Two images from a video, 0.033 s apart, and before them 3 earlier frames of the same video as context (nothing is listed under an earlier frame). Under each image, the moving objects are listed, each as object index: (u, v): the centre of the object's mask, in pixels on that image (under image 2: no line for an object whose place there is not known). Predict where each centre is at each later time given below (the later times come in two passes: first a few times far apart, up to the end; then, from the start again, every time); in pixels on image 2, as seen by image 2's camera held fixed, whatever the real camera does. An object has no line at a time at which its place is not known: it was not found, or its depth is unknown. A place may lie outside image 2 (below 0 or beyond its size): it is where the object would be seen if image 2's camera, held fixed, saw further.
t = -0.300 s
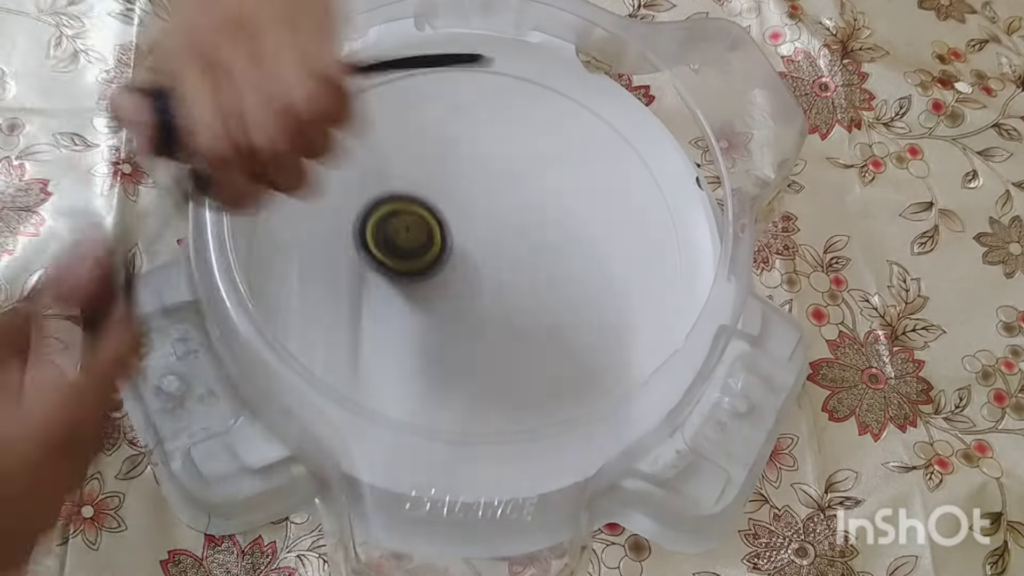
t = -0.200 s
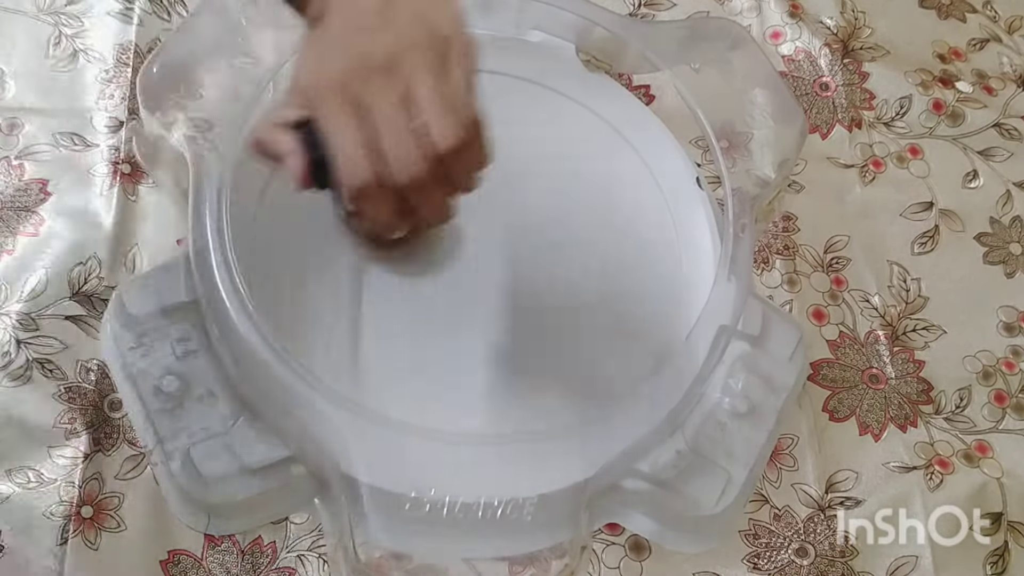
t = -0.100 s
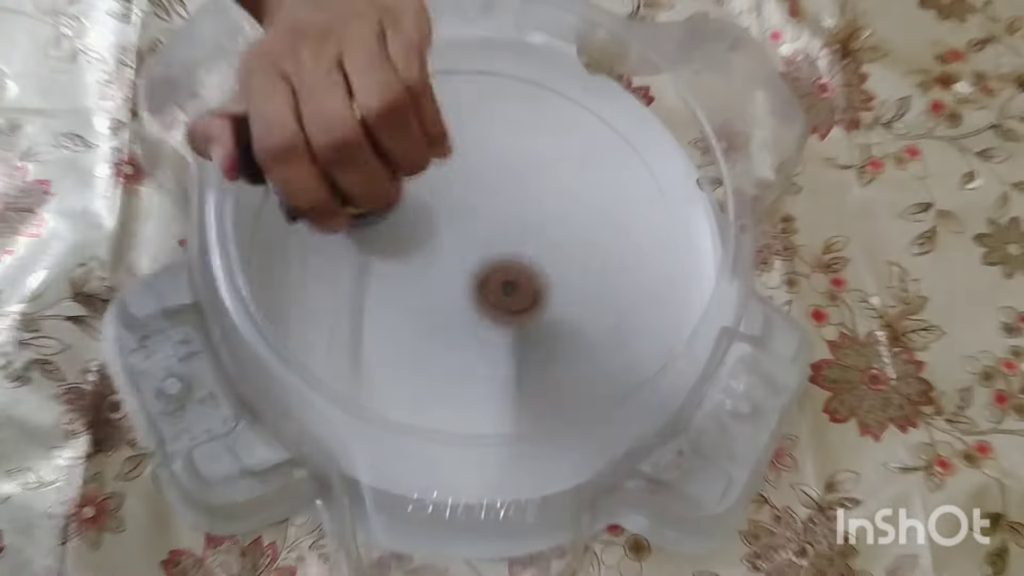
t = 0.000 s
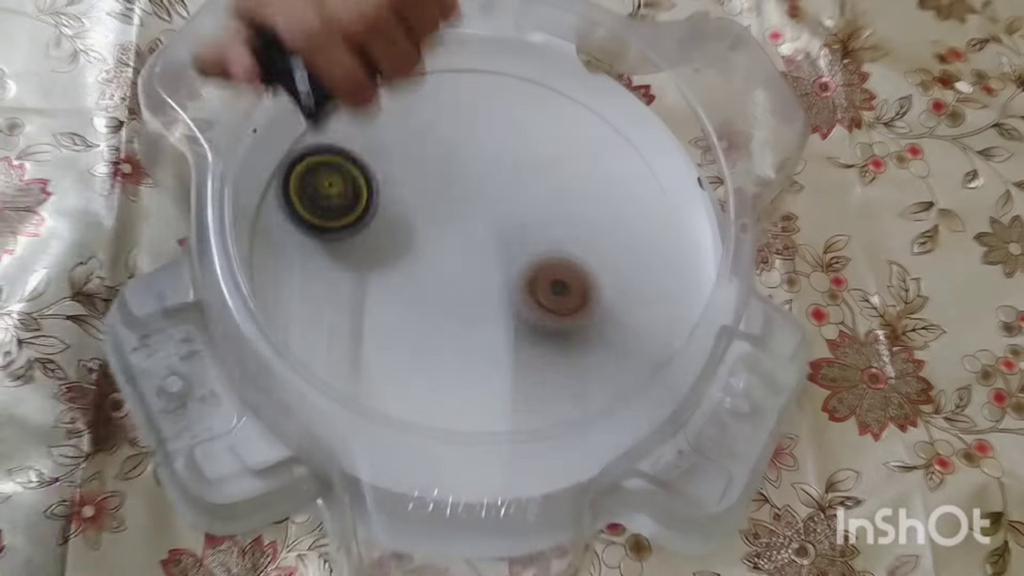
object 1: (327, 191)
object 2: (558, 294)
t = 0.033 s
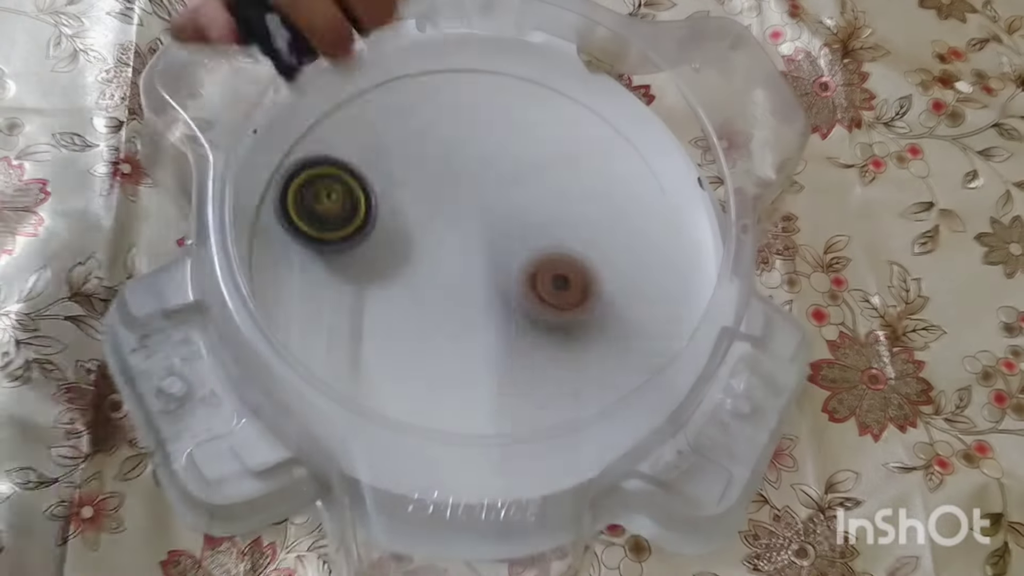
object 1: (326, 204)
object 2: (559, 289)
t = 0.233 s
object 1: (398, 248)
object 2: (493, 226)
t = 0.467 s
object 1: (400, 289)
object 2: (491, 189)
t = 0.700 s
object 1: (471, 307)
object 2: (378, 214)
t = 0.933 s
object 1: (536, 271)
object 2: (389, 327)
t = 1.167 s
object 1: (490, 234)
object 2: (528, 322)
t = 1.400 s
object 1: (418, 267)
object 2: (572, 218)
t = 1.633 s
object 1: (441, 325)
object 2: (427, 174)
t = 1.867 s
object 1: (490, 293)
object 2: (368, 327)
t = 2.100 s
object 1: (455, 250)
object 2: (541, 386)
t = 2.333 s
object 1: (412, 264)
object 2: (596, 248)
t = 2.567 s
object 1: (428, 285)
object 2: (443, 182)
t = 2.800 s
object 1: (460, 277)
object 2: (330, 297)
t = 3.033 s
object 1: (473, 252)
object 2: (441, 397)
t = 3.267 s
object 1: (462, 248)
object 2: (564, 324)
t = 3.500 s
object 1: (434, 260)
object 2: (562, 204)
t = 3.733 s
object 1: (436, 284)
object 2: (444, 164)
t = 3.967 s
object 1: (463, 303)
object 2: (364, 249)
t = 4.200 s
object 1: (506, 293)
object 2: (427, 354)
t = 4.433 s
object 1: (515, 240)
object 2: (530, 357)
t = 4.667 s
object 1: (448, 177)
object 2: (576, 335)
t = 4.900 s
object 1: (366, 166)
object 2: (585, 301)
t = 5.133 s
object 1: (338, 238)
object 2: (492, 301)
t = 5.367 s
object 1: (359, 260)
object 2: (518, 419)
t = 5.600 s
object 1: (368, 241)
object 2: (572, 385)
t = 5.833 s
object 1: (419, 230)
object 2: (499, 319)
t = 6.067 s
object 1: (465, 133)
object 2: (420, 389)
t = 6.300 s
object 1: (471, 108)
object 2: (389, 369)
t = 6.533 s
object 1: (480, 164)
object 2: (363, 318)
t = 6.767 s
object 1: (482, 260)
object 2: (349, 268)
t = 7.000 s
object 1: (469, 340)
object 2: (348, 225)
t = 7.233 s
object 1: (446, 380)
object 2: (374, 199)
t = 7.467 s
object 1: (410, 381)
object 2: (427, 192)
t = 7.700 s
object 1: (398, 328)
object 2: (474, 196)
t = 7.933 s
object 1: (420, 263)
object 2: (520, 210)
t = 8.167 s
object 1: (447, 213)
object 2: (566, 239)
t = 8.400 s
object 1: (484, 193)
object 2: (604, 247)
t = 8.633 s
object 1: (521, 211)
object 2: (588, 282)
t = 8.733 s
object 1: (529, 226)
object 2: (573, 308)
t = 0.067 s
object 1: (331, 216)
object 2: (556, 281)
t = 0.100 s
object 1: (338, 228)
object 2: (547, 269)
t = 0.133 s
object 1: (352, 238)
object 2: (537, 256)
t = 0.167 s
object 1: (368, 245)
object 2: (524, 244)
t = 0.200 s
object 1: (385, 249)
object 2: (508, 233)
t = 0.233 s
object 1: (398, 248)
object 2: (493, 226)
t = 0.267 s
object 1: (390, 251)
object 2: (510, 215)
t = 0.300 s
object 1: (382, 256)
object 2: (525, 211)
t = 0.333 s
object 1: (379, 263)
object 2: (532, 206)
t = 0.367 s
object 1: (379, 271)
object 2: (532, 203)
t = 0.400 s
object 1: (384, 278)
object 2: (522, 199)
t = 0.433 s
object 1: (391, 285)
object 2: (508, 194)
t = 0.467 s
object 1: (400, 289)
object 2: (491, 189)
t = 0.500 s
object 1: (410, 293)
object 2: (474, 188)
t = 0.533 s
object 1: (421, 293)
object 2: (456, 189)
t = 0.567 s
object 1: (430, 293)
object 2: (437, 194)
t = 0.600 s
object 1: (439, 292)
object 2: (421, 202)
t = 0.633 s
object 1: (448, 295)
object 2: (405, 209)
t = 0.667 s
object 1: (458, 303)
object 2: (390, 207)
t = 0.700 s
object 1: (471, 307)
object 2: (378, 214)
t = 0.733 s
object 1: (485, 309)
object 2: (368, 226)
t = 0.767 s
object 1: (497, 307)
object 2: (361, 242)
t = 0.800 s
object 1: (509, 304)
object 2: (357, 260)
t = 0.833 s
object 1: (521, 297)
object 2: (357, 278)
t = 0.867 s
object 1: (529, 289)
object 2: (363, 296)
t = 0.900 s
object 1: (534, 280)
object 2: (375, 313)
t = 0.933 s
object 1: (536, 271)
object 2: (389, 327)
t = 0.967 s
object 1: (536, 261)
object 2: (409, 339)
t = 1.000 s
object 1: (532, 251)
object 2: (430, 347)
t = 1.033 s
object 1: (526, 244)
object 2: (451, 350)
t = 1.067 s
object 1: (518, 237)
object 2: (474, 349)
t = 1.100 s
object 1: (509, 234)
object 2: (494, 344)
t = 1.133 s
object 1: (500, 233)
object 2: (514, 334)
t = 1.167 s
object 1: (490, 234)
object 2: (528, 322)
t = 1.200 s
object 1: (478, 235)
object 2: (542, 312)
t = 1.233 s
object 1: (465, 235)
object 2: (557, 303)
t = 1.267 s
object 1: (453, 237)
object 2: (570, 291)
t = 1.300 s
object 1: (440, 242)
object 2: (576, 275)
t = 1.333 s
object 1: (430, 249)
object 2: (581, 257)
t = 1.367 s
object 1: (423, 258)
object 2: (579, 238)
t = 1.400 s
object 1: (418, 267)
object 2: (572, 218)
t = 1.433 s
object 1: (414, 277)
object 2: (560, 199)
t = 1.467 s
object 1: (413, 287)
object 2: (545, 183)
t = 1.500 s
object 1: (415, 296)
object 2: (524, 172)
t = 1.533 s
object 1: (418, 306)
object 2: (500, 164)
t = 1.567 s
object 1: (424, 314)
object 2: (477, 162)
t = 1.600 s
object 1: (432, 321)
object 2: (451, 165)
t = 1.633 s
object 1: (441, 325)
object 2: (427, 174)
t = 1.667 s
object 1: (452, 327)
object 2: (403, 188)
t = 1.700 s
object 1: (463, 326)
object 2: (384, 205)
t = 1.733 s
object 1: (472, 323)
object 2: (369, 226)
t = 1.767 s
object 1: (482, 319)
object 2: (360, 250)
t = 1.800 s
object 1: (488, 311)
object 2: (356, 277)
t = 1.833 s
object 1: (490, 302)
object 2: (359, 302)
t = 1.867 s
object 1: (490, 293)
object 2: (368, 327)
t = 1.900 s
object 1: (488, 284)
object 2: (384, 349)
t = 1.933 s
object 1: (486, 277)
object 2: (405, 368)
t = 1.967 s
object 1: (481, 270)
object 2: (430, 382)
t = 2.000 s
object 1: (475, 264)
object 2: (457, 391)
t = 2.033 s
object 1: (469, 257)
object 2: (485, 393)
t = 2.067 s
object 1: (462, 253)
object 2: (514, 392)
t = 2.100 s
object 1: (455, 250)
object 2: (541, 386)
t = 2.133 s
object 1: (447, 248)
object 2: (566, 378)
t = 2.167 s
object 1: (439, 247)
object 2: (583, 359)
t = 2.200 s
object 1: (431, 248)
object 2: (598, 339)
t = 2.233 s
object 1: (424, 251)
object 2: (606, 317)
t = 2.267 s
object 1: (419, 255)
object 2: (611, 294)
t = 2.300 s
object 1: (415, 259)
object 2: (607, 271)
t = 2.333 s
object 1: (412, 264)
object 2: (596, 248)
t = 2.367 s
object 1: (411, 269)
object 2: (583, 227)
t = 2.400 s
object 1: (412, 273)
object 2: (563, 209)
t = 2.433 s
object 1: (413, 277)
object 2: (542, 195)
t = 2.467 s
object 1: (416, 280)
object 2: (518, 186)
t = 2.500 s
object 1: (419, 282)
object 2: (494, 180)
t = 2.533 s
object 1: (424, 283)
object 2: (469, 179)
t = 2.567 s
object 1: (428, 285)
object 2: (443, 182)
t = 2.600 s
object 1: (434, 286)
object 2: (416, 188)
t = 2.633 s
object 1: (439, 287)
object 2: (393, 199)
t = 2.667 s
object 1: (443, 286)
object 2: (373, 213)
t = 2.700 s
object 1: (448, 285)
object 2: (355, 230)
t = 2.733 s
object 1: (452, 283)
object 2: (341, 251)
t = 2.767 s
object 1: (456, 280)
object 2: (334, 273)
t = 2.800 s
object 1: (460, 277)
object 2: (330, 297)
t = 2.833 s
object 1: (463, 275)
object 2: (333, 320)
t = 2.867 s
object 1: (466, 271)
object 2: (342, 342)
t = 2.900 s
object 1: (468, 267)
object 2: (357, 361)
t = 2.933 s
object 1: (470, 262)
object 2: (375, 376)
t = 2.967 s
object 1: (472, 258)
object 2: (396, 387)
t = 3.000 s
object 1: (473, 254)
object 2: (418, 394)
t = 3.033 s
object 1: (473, 252)
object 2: (441, 397)
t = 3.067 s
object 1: (472, 250)
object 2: (467, 398)
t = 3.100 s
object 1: (471, 248)
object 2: (491, 395)
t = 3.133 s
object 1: (469, 247)
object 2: (513, 389)
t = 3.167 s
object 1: (467, 246)
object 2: (531, 375)
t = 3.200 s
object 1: (465, 246)
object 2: (547, 360)
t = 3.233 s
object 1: (464, 247)
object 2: (557, 342)
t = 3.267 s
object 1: (462, 248)
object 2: (564, 324)
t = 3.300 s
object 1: (460, 249)
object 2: (561, 301)
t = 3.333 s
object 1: (459, 250)
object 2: (557, 281)
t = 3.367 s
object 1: (455, 251)
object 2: (559, 263)
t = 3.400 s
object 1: (445, 251)
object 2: (569, 249)
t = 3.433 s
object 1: (441, 253)
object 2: (572, 235)
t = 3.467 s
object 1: (438, 256)
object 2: (569, 220)
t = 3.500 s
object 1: (434, 260)
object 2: (562, 204)
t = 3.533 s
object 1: (432, 263)
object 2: (550, 189)
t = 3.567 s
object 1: (431, 267)
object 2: (536, 177)
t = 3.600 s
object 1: (432, 270)
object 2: (521, 167)
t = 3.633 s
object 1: (433, 274)
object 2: (502, 161)
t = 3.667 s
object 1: (433, 278)
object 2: (483, 158)
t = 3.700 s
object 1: (434, 281)
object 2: (463, 160)
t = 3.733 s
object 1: (436, 284)
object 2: (444, 164)
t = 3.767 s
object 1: (438, 287)
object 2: (427, 172)
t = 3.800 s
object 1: (440, 290)
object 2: (413, 184)
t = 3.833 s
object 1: (443, 292)
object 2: (400, 198)
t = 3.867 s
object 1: (446, 293)
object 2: (389, 214)
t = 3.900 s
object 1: (450, 295)
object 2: (382, 230)
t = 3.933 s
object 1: (456, 300)
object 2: (371, 237)
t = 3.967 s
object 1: (463, 303)
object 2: (364, 249)
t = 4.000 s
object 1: (471, 305)
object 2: (359, 264)
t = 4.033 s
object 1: (480, 306)
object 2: (359, 283)
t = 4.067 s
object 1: (486, 306)
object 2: (363, 302)
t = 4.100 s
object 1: (492, 303)
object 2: (374, 319)
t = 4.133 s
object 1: (498, 301)
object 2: (388, 334)
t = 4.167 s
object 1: (503, 297)
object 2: (407, 346)
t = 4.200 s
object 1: (506, 293)
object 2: (427, 354)
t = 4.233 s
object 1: (508, 288)
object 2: (449, 358)
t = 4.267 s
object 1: (513, 280)
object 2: (461, 366)
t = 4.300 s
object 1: (517, 272)
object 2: (474, 372)
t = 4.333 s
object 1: (519, 264)
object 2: (488, 373)
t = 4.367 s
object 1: (519, 256)
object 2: (503, 371)
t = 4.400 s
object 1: (518, 248)
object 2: (518, 366)
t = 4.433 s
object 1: (515, 240)
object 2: (530, 357)
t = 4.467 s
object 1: (512, 234)
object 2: (540, 344)
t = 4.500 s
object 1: (506, 228)
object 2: (546, 329)
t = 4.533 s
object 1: (499, 224)
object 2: (550, 314)
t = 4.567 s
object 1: (492, 221)
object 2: (548, 298)
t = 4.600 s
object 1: (479, 204)
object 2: (560, 314)
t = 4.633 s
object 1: (463, 188)
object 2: (570, 329)
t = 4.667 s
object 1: (448, 177)
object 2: (576, 335)
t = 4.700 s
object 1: (436, 169)
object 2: (583, 336)
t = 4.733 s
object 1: (425, 164)
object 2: (589, 333)
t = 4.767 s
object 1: (414, 162)
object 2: (593, 328)
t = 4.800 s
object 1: (402, 161)
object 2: (596, 322)
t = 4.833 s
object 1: (391, 161)
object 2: (595, 315)
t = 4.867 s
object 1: (378, 163)
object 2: (592, 308)
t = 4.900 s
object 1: (366, 166)
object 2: (585, 301)
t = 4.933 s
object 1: (357, 172)
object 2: (576, 296)
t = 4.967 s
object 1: (347, 180)
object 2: (565, 291)
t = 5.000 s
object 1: (341, 189)
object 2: (551, 289)
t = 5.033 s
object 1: (336, 200)
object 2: (536, 289)
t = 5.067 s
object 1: (334, 212)
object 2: (521, 291)
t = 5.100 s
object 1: (335, 225)
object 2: (506, 295)
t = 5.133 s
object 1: (338, 238)
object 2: (492, 301)
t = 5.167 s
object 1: (344, 252)
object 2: (479, 308)
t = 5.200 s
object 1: (351, 264)
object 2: (468, 317)
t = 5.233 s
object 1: (360, 275)
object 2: (457, 328)
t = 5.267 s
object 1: (369, 283)
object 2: (457, 344)
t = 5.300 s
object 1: (364, 272)
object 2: (485, 379)
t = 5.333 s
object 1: (361, 265)
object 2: (507, 405)
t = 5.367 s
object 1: (359, 260)
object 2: (518, 419)
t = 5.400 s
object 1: (357, 256)
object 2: (531, 430)
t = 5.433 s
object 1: (356, 253)
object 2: (541, 430)
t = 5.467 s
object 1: (355, 249)
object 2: (554, 427)
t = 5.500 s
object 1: (356, 247)
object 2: (564, 419)
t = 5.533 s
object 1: (359, 246)
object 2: (569, 410)
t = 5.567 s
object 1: (363, 244)
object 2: (574, 400)
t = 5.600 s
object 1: (368, 241)
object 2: (572, 385)
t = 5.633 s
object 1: (372, 239)
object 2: (571, 376)
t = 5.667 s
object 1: (378, 238)
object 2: (560, 361)
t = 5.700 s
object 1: (386, 236)
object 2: (552, 352)
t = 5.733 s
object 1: (394, 235)
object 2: (540, 341)
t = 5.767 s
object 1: (401, 233)
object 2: (525, 333)
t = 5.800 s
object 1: (410, 232)
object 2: (513, 326)
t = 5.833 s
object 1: (419, 230)
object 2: (499, 319)
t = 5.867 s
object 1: (428, 230)
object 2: (483, 312)
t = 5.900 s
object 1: (438, 215)
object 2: (471, 330)
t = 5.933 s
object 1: (446, 190)
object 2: (461, 362)
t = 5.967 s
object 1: (454, 168)
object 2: (447, 380)
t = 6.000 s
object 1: (459, 152)
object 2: (436, 387)
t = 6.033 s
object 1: (463, 141)
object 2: (427, 389)
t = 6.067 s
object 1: (465, 133)
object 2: (420, 389)
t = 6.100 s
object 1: (465, 128)
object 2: (415, 388)
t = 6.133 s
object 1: (465, 123)
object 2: (410, 387)
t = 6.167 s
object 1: (466, 118)
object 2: (406, 386)
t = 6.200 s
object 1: (467, 113)
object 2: (403, 383)
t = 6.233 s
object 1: (470, 109)
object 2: (399, 380)
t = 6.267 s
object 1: (471, 107)
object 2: (395, 376)
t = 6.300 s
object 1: (471, 108)
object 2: (389, 369)
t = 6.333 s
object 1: (473, 110)
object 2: (385, 363)
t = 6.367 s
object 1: (474, 115)
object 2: (381, 356)
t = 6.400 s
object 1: (475, 123)
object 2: (377, 349)
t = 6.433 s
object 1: (476, 130)
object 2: (373, 342)
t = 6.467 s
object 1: (478, 139)
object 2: (369, 333)
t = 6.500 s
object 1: (478, 151)
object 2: (365, 326)
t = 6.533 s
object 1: (480, 164)
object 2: (363, 318)
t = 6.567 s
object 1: (482, 178)
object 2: (361, 310)
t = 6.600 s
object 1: (481, 191)
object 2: (359, 303)
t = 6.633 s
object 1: (482, 206)
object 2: (357, 296)
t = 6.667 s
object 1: (483, 219)
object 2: (354, 288)
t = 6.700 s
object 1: (482, 232)
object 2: (353, 281)
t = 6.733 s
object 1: (482, 247)
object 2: (352, 274)
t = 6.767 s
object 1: (482, 260)
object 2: (349, 268)
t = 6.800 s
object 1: (481, 271)
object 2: (346, 262)
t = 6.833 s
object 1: (480, 286)
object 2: (346, 254)
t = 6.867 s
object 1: (479, 298)
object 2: (346, 249)
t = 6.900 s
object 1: (477, 310)
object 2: (345, 244)
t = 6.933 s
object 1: (474, 323)
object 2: (344, 236)
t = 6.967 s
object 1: (472, 332)
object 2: (347, 229)
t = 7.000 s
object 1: (469, 340)
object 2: (348, 225)
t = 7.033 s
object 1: (466, 347)
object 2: (349, 220)
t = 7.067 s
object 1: (463, 353)
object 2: (353, 215)
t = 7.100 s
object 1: (461, 359)
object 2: (356, 211)
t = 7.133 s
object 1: (458, 364)
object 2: (360, 208)
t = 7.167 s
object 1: (456, 370)
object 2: (365, 204)
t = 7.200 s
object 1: (451, 375)
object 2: (370, 201)
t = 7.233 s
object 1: (446, 380)
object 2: (374, 199)
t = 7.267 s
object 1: (441, 384)
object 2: (379, 197)
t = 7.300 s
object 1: (435, 386)
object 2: (387, 196)
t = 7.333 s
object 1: (429, 387)
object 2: (394, 195)
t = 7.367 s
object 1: (423, 387)
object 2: (402, 194)
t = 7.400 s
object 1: (418, 385)
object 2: (410, 192)
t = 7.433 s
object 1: (415, 384)
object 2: (419, 192)
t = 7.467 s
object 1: (410, 381)
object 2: (427, 192)
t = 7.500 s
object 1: (405, 377)
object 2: (434, 194)
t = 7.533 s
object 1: (402, 371)
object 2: (441, 194)
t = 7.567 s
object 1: (400, 365)
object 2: (448, 195)
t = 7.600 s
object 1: (398, 357)
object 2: (455, 195)
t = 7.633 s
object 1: (398, 347)
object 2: (461, 195)
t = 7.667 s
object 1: (397, 336)
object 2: (467, 196)
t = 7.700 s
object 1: (398, 328)
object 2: (474, 196)
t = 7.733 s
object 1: (399, 317)
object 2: (480, 197)
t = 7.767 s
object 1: (401, 307)
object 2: (486, 198)
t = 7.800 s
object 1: (405, 298)
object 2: (495, 198)
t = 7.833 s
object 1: (408, 288)
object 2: (503, 201)
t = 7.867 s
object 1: (411, 279)
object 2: (508, 204)
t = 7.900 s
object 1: (416, 272)
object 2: (514, 206)
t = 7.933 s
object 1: (420, 263)
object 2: (520, 210)
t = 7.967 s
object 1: (425, 257)
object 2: (525, 214)
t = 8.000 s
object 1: (430, 249)
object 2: (527, 219)
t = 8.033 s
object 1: (435, 243)
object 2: (532, 224)
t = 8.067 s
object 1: (441, 237)
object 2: (536, 227)
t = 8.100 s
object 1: (444, 230)
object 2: (542, 230)
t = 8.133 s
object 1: (443, 222)
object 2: (558, 235)
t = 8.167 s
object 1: (447, 213)
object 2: (566, 239)
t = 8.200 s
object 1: (453, 207)
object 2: (573, 243)
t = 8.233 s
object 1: (460, 202)
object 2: (576, 244)
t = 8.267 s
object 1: (465, 200)
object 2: (583, 243)
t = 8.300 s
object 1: (470, 198)
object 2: (590, 244)
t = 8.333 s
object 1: (474, 196)
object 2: (595, 244)
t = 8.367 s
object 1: (479, 195)
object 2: (600, 245)
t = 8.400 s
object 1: (484, 193)
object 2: (604, 247)
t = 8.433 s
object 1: (490, 194)
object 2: (605, 251)
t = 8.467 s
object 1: (497, 194)
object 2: (604, 255)
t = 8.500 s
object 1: (502, 196)
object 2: (602, 259)
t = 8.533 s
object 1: (509, 199)
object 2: (600, 265)
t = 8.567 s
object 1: (513, 202)
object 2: (595, 271)
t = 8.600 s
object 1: (518, 206)
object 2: (592, 275)
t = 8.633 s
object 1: (521, 211)
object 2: (588, 282)
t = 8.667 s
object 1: (524, 216)
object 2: (585, 291)
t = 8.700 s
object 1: (527, 221)
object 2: (580, 301)
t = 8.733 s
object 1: (529, 226)
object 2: (573, 308)
